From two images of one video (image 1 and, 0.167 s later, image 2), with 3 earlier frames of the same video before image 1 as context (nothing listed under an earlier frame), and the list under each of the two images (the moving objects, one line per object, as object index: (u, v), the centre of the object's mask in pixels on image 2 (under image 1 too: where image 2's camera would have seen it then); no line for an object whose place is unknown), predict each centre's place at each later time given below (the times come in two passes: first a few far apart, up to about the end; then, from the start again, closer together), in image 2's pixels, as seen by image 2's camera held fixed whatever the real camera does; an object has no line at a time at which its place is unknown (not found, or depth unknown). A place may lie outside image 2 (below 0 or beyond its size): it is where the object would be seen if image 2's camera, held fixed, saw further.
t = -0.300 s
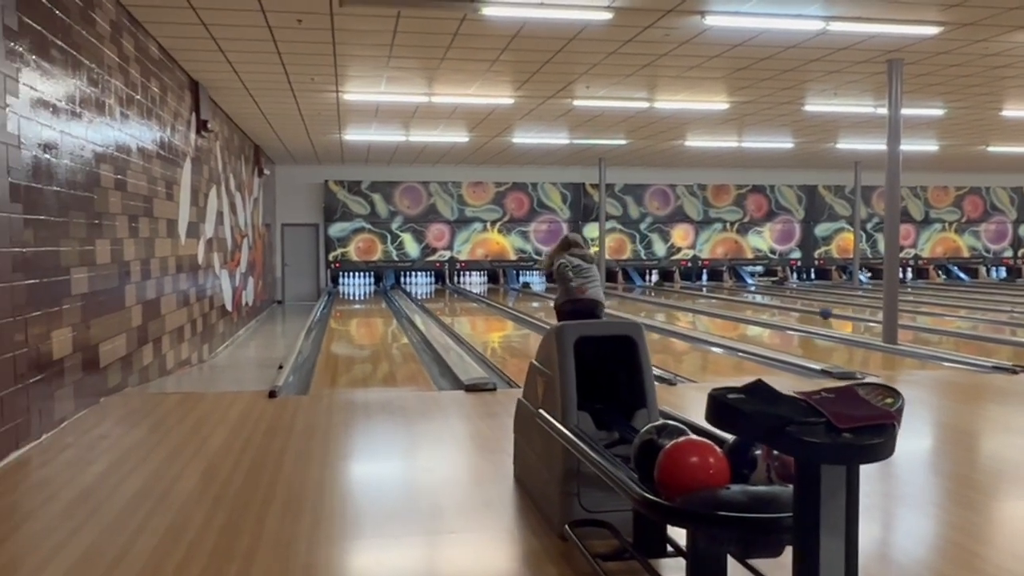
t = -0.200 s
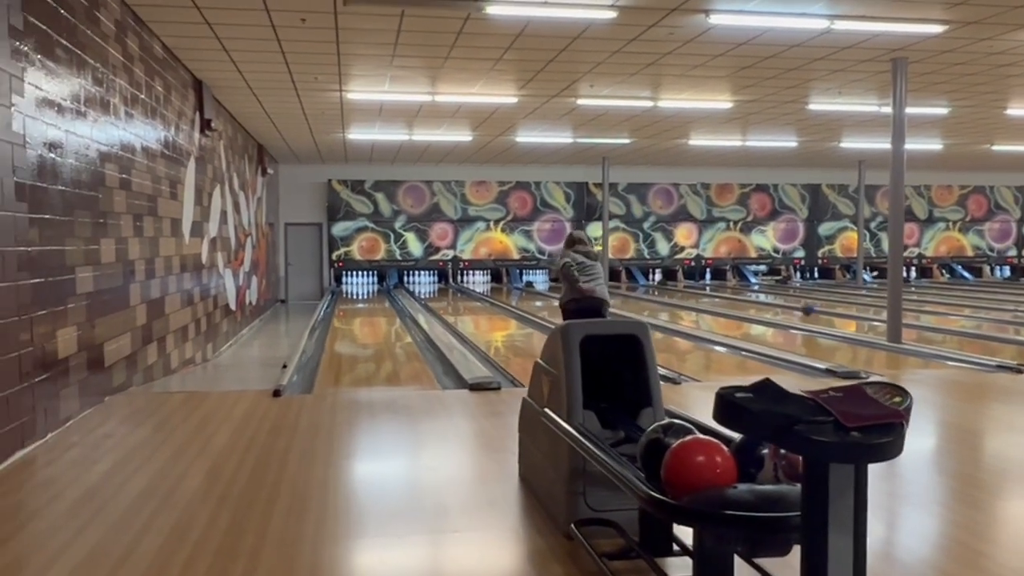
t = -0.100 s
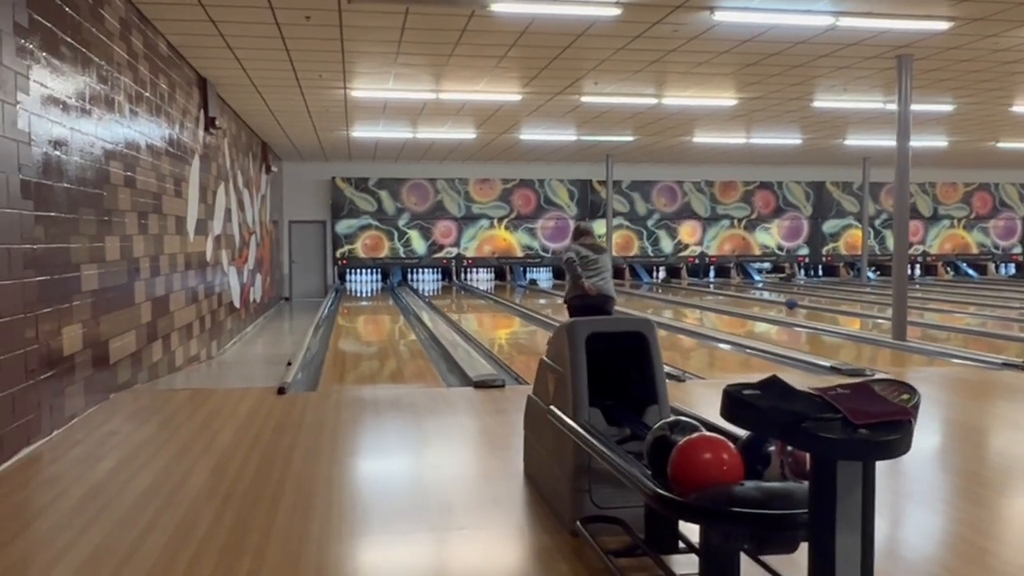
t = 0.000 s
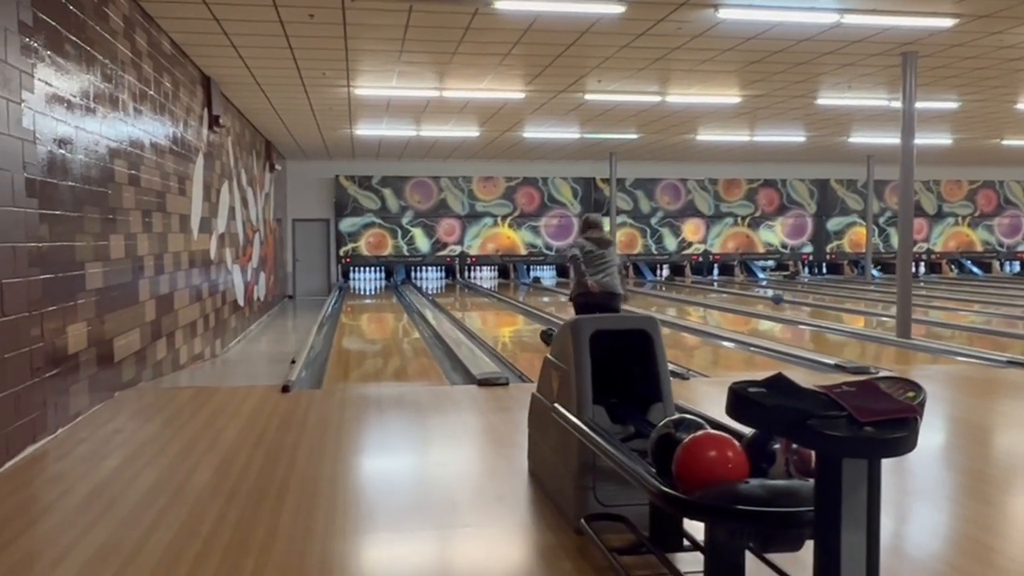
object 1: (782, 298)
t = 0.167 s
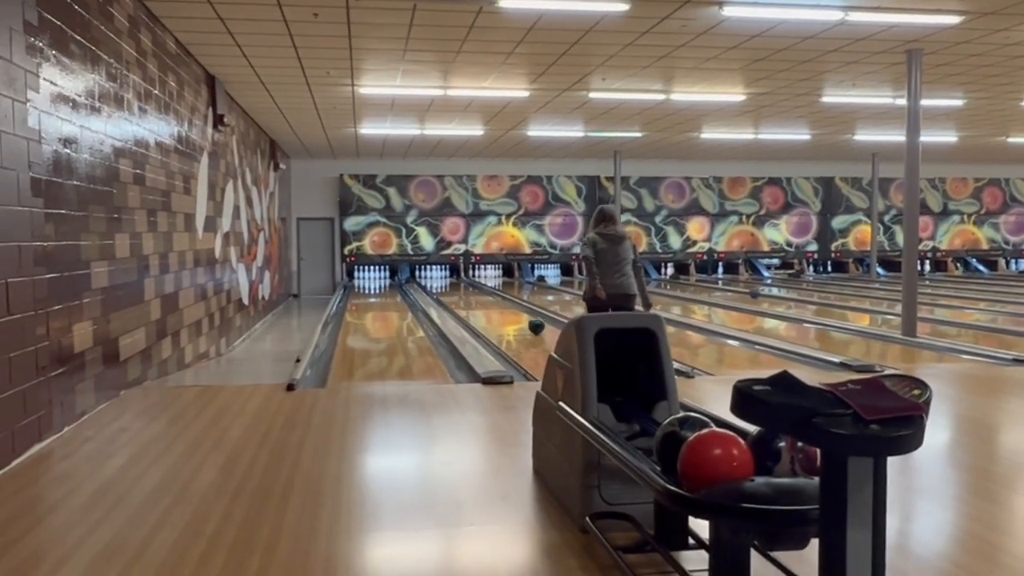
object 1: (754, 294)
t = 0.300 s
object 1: (734, 291)
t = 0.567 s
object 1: (700, 285)
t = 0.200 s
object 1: (749, 293)
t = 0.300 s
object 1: (734, 291)
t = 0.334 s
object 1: (730, 290)
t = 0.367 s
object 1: (725, 290)
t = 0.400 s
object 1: (721, 289)
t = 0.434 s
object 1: (717, 288)
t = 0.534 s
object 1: (703, 287)
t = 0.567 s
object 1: (700, 285)
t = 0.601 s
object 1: (696, 285)
